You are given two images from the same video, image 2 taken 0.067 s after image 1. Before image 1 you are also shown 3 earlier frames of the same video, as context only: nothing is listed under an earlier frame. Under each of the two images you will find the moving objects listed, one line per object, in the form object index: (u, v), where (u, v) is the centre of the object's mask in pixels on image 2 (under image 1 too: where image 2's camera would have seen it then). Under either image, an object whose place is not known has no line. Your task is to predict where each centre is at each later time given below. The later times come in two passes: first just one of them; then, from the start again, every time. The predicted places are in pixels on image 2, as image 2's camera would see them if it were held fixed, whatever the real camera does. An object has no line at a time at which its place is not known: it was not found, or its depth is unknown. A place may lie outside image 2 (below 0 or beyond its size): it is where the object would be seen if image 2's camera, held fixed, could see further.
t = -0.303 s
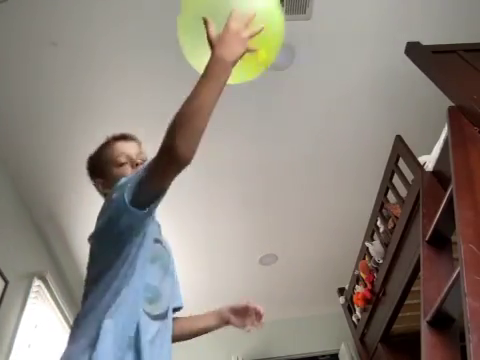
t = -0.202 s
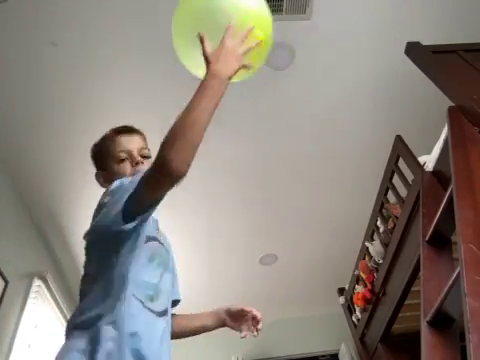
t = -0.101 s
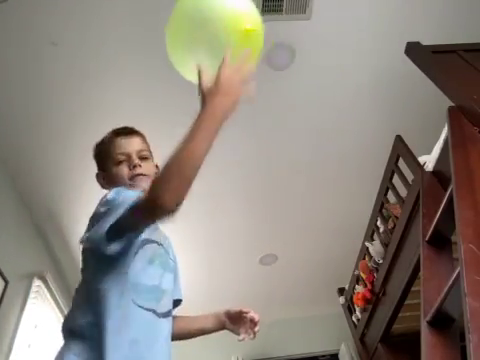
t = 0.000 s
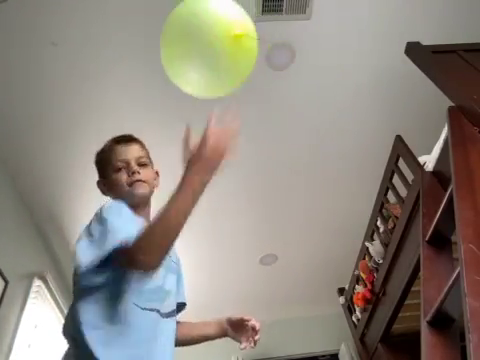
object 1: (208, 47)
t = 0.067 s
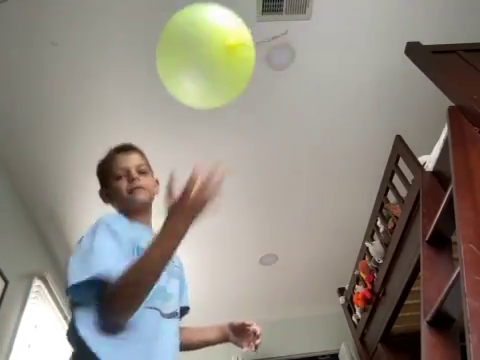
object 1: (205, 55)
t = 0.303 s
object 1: (197, 116)
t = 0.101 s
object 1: (204, 62)
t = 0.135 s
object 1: (203, 68)
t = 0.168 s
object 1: (201, 76)
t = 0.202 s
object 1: (200, 84)
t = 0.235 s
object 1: (199, 93)
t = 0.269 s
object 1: (198, 104)
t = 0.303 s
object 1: (197, 116)
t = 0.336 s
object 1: (196, 128)
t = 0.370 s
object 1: (195, 143)
